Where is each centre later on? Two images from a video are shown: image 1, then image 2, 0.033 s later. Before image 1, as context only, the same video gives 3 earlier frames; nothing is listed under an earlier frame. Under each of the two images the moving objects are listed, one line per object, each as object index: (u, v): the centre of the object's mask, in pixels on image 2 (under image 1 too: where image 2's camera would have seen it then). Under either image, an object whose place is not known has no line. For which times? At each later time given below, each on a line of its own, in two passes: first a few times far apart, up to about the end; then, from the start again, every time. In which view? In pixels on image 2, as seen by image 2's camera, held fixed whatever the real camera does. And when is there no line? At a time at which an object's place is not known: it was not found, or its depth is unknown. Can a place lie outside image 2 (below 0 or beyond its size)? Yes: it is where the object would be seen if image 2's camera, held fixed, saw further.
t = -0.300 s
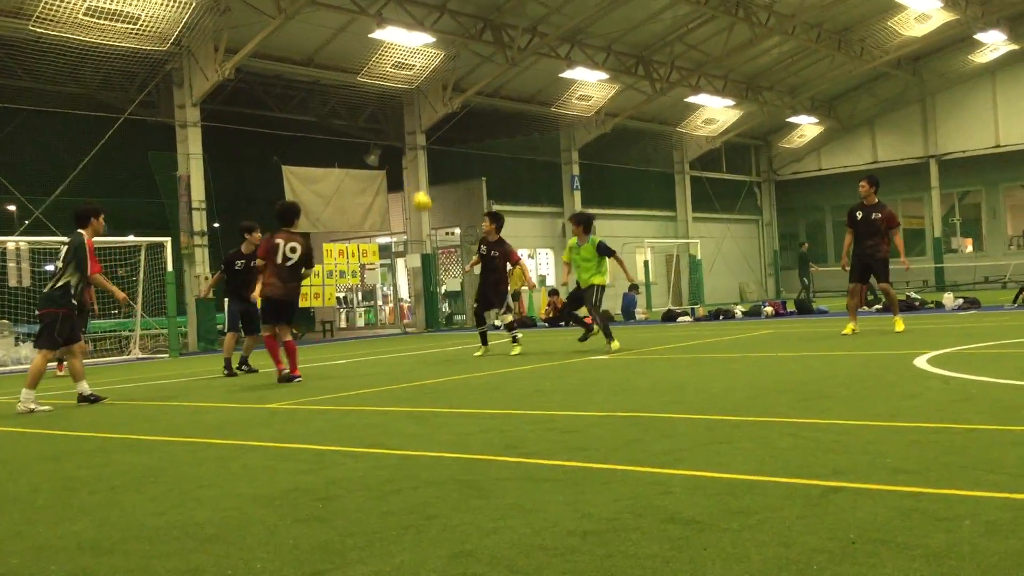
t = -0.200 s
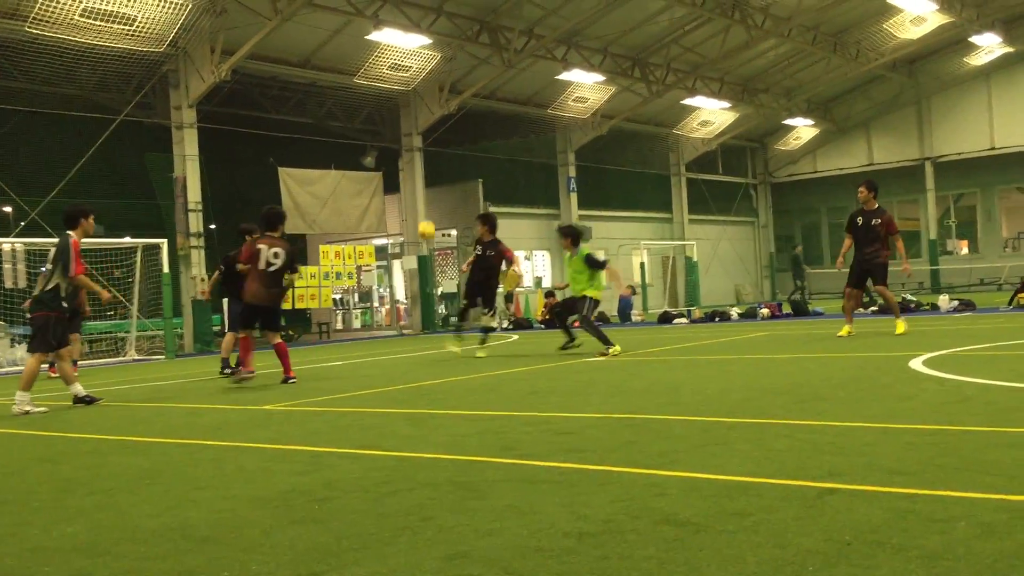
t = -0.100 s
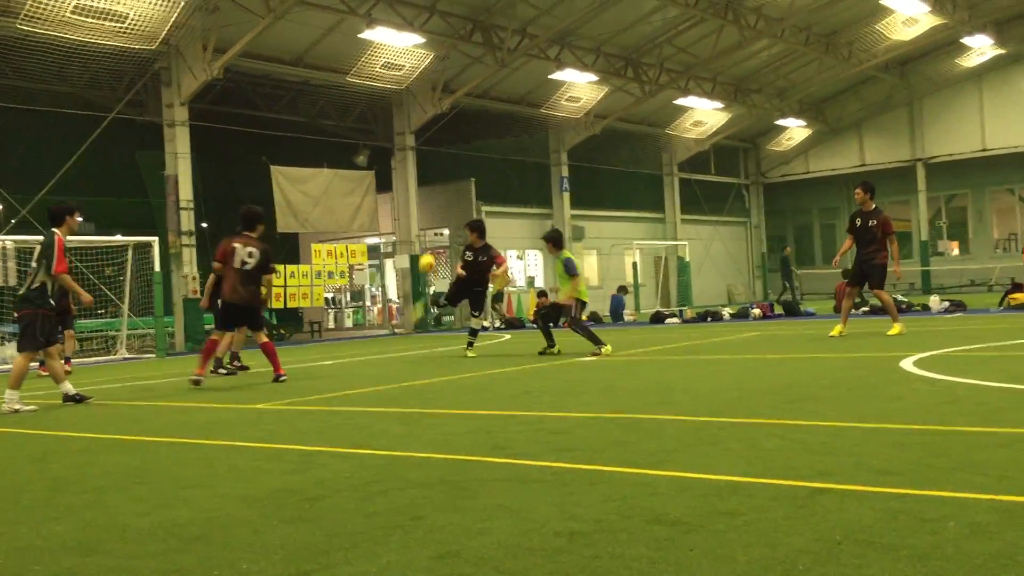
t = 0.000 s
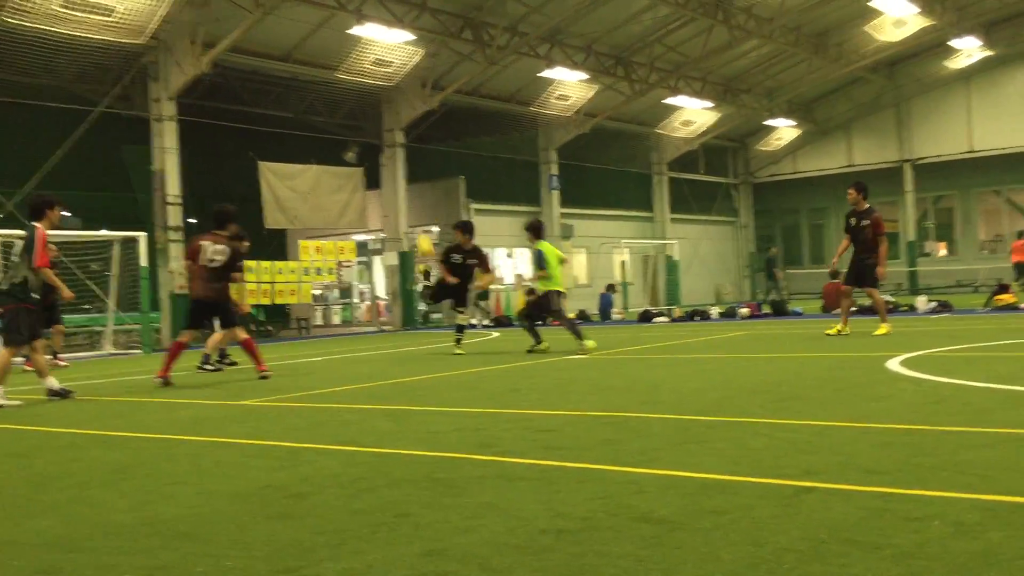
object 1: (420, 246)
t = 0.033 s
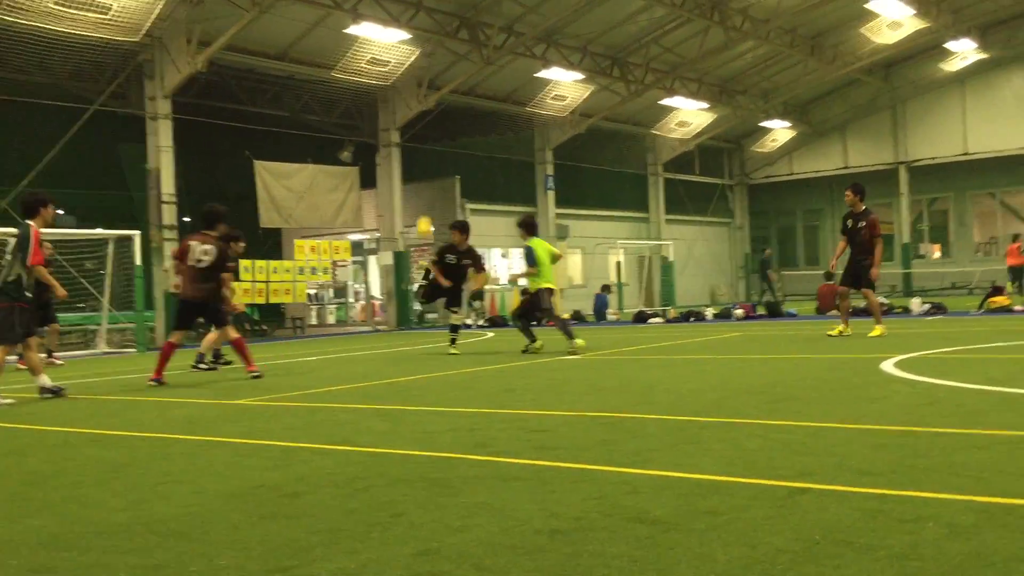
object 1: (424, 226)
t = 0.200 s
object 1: (445, 151)
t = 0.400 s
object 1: (471, 85)
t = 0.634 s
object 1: (503, 48)
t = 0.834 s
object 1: (533, 52)
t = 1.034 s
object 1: (565, 89)
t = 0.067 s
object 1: (428, 211)
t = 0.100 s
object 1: (433, 194)
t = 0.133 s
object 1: (437, 178)
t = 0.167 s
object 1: (441, 165)
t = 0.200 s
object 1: (445, 151)
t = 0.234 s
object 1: (449, 138)
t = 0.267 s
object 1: (453, 126)
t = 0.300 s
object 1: (457, 115)
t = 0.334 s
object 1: (461, 105)
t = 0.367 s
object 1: (466, 95)
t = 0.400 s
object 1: (471, 85)
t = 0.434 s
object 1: (475, 77)
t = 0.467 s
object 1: (480, 70)
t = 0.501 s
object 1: (484, 64)
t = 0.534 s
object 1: (489, 58)
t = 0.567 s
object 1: (493, 54)
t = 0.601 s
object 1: (498, 51)
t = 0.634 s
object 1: (503, 48)
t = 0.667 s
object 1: (508, 47)
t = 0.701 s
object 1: (513, 45)
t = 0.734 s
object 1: (519, 45)
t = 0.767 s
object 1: (523, 47)
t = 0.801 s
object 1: (528, 49)
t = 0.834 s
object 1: (533, 52)
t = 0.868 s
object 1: (538, 56)
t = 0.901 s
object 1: (543, 60)
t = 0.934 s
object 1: (548, 66)
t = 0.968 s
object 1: (555, 72)
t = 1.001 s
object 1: (561, 84)
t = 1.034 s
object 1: (565, 89)
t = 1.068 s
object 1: (572, 101)
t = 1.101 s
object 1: (578, 110)
